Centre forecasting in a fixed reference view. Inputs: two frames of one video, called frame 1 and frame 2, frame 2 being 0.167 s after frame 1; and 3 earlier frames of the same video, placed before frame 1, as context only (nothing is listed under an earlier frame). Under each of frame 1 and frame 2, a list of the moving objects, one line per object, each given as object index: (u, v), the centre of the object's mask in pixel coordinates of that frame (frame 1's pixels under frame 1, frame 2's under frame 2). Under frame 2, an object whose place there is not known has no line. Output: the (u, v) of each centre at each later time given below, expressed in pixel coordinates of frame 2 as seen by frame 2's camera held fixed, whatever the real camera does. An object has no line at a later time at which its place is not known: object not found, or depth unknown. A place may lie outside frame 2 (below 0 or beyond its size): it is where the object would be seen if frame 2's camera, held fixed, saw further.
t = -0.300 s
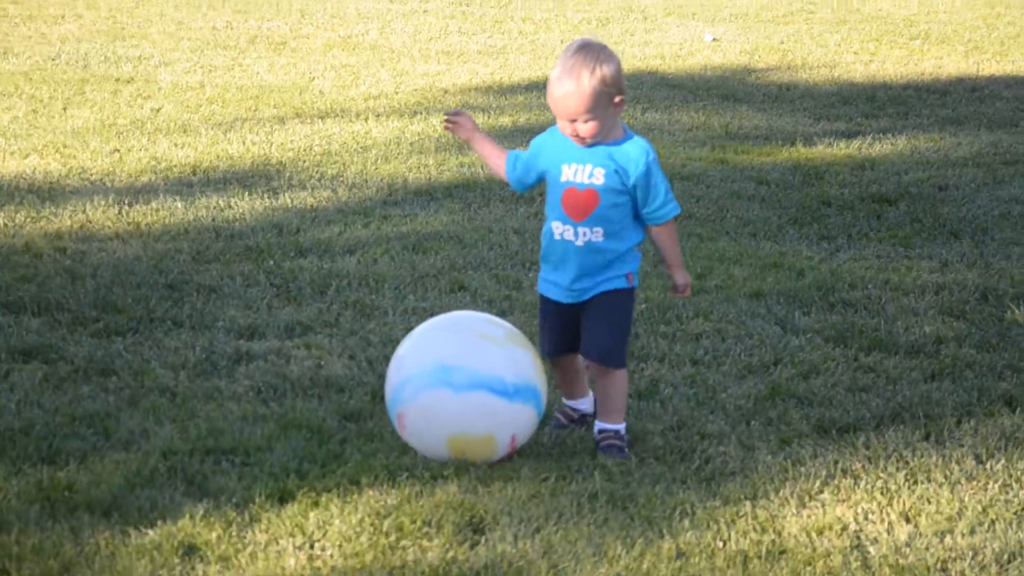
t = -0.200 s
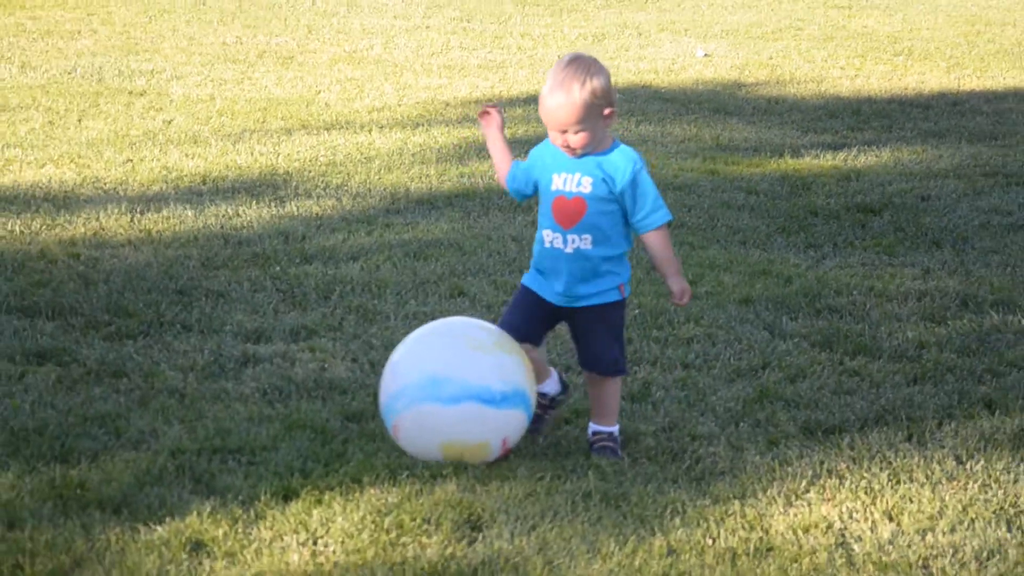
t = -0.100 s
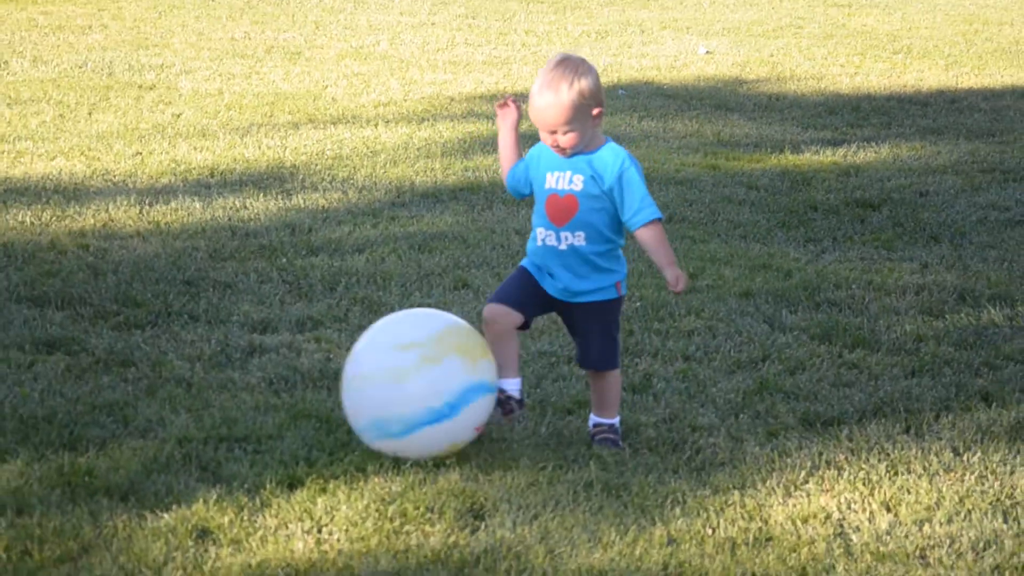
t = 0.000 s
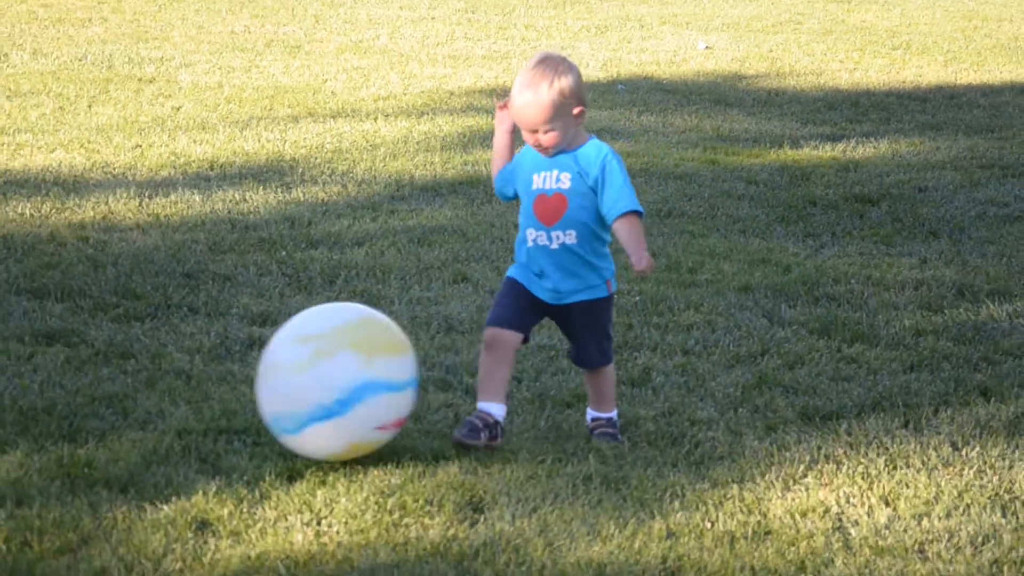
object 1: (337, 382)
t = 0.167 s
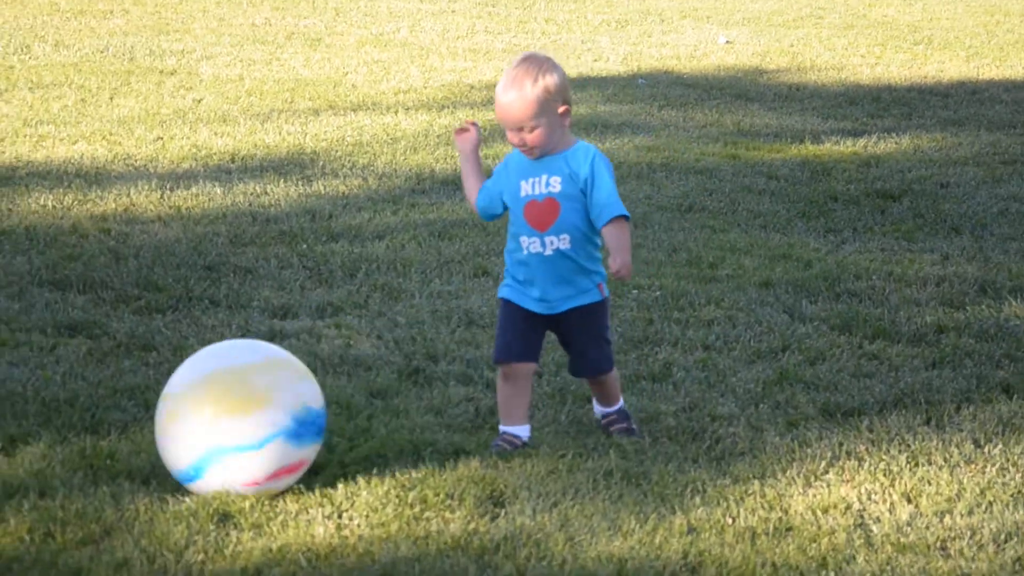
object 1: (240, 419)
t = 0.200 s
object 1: (229, 415)
